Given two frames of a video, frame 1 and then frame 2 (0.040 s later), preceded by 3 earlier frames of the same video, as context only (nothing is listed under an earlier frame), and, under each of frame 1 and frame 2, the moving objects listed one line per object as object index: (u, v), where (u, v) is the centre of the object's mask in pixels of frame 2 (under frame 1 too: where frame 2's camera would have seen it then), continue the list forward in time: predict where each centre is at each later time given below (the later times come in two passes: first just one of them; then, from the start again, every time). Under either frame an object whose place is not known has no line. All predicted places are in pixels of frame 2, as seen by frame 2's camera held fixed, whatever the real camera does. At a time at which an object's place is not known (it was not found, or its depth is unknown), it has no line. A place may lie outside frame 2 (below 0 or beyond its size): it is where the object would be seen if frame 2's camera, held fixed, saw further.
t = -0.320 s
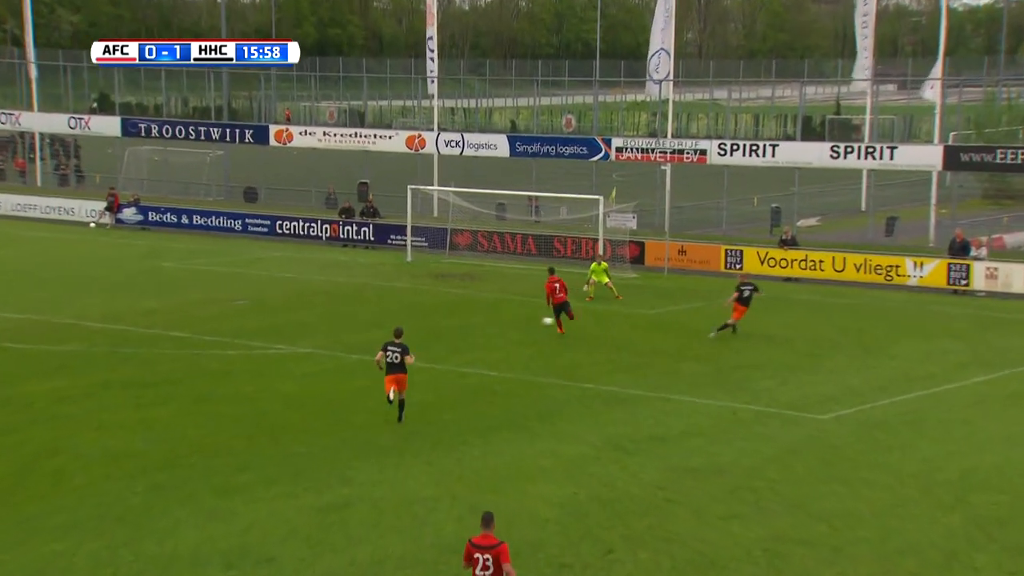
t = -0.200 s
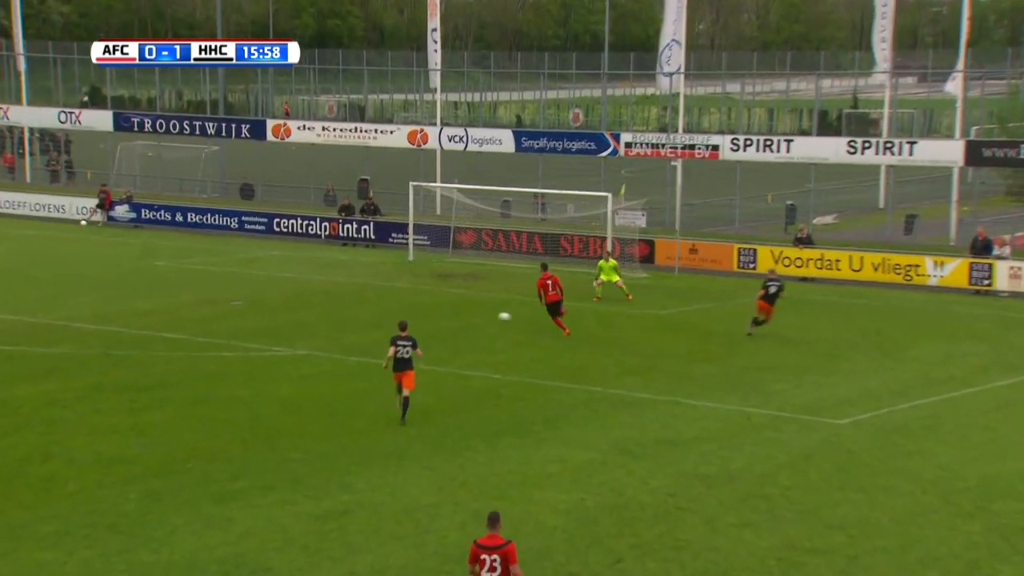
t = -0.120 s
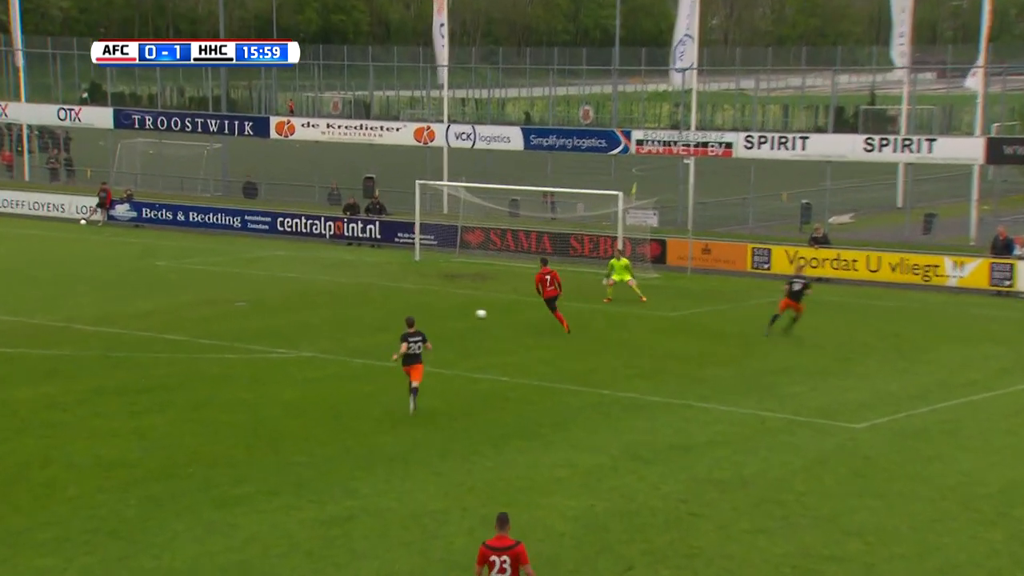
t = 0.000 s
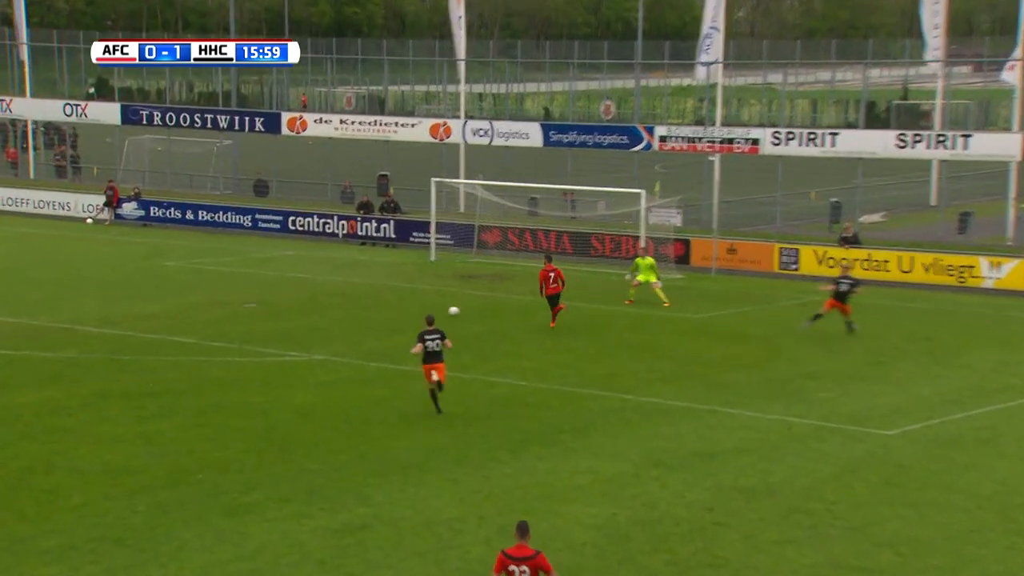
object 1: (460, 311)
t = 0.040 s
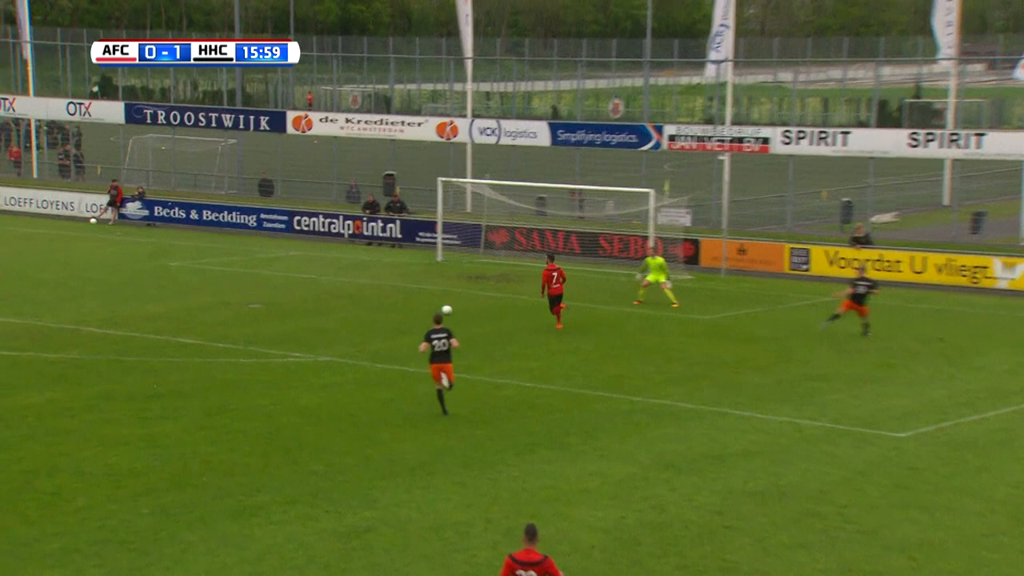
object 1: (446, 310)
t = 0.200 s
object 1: (397, 304)
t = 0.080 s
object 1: (433, 308)
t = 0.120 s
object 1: (420, 308)
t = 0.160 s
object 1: (408, 306)
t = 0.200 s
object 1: (397, 304)
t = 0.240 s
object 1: (386, 304)
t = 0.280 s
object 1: (375, 303)
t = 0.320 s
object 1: (365, 302)
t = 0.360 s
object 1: (356, 302)
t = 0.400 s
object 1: (347, 300)
